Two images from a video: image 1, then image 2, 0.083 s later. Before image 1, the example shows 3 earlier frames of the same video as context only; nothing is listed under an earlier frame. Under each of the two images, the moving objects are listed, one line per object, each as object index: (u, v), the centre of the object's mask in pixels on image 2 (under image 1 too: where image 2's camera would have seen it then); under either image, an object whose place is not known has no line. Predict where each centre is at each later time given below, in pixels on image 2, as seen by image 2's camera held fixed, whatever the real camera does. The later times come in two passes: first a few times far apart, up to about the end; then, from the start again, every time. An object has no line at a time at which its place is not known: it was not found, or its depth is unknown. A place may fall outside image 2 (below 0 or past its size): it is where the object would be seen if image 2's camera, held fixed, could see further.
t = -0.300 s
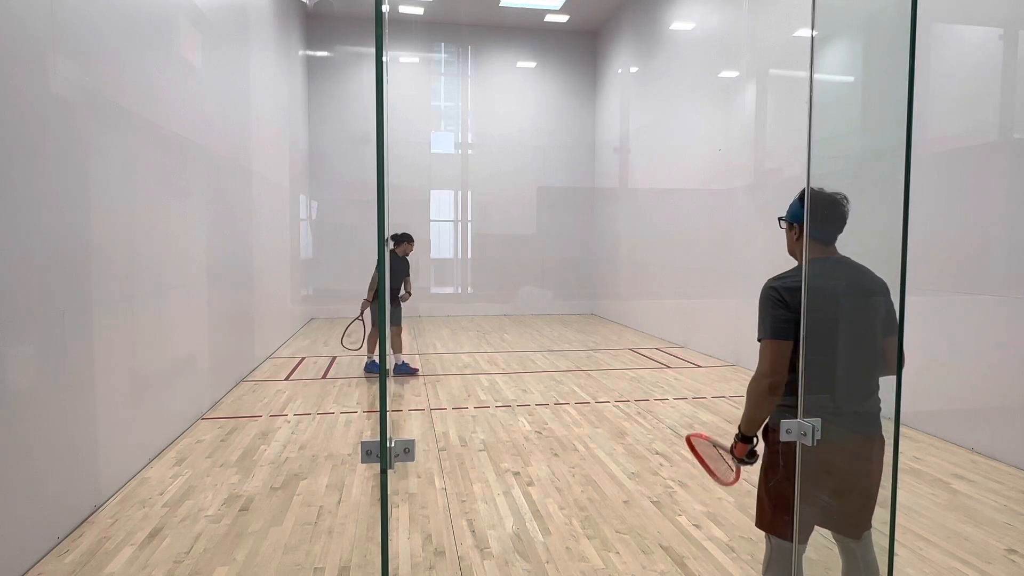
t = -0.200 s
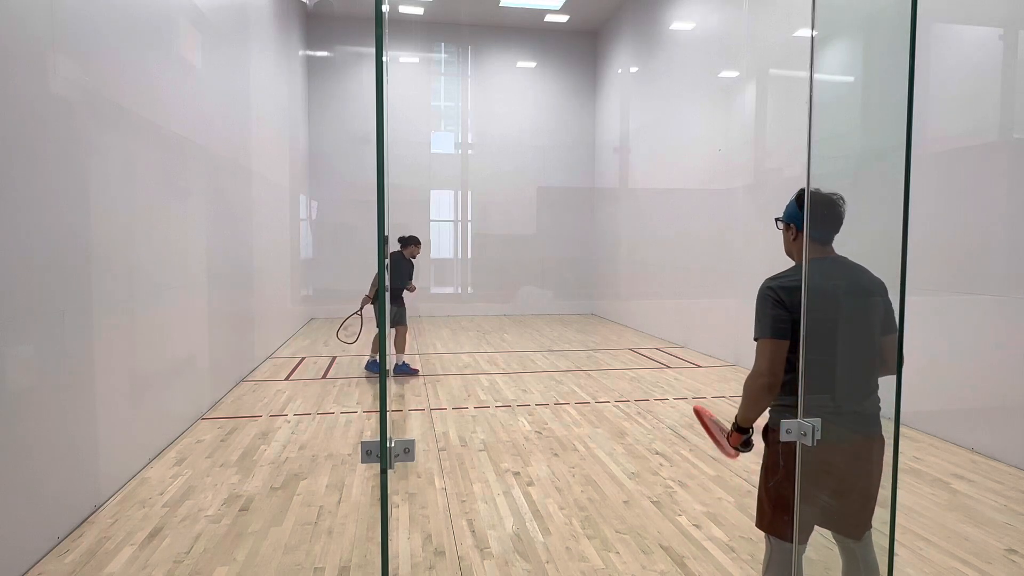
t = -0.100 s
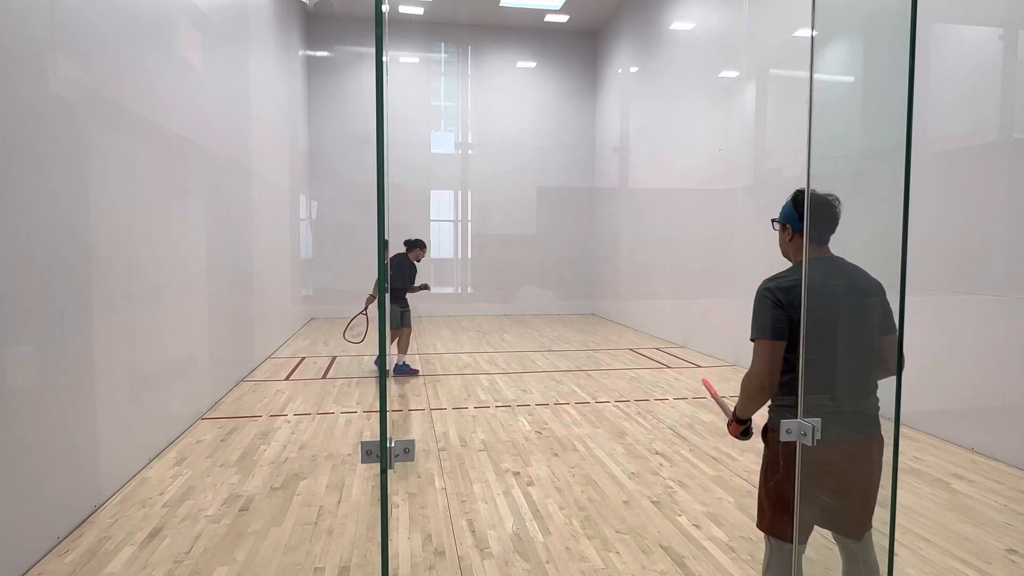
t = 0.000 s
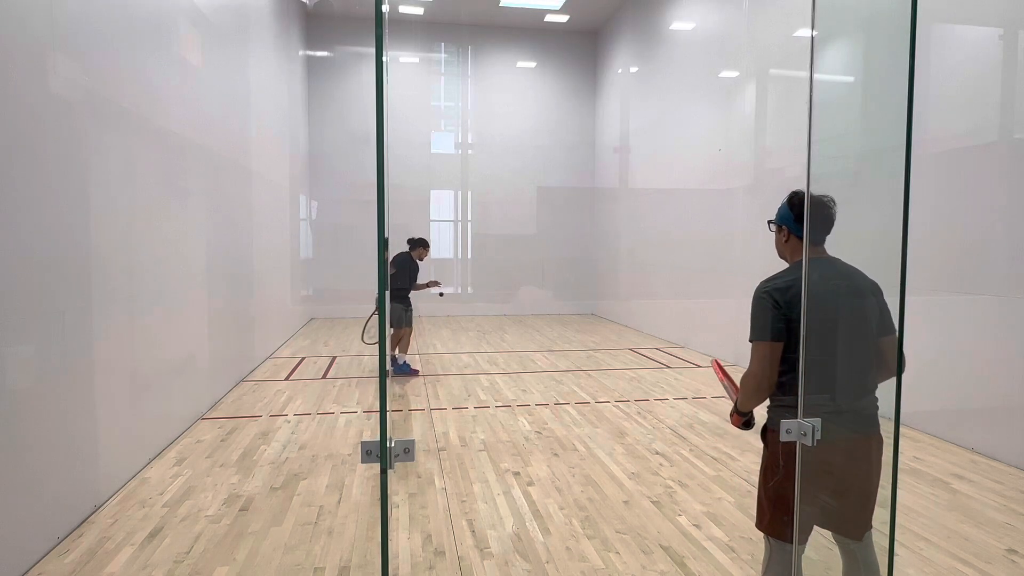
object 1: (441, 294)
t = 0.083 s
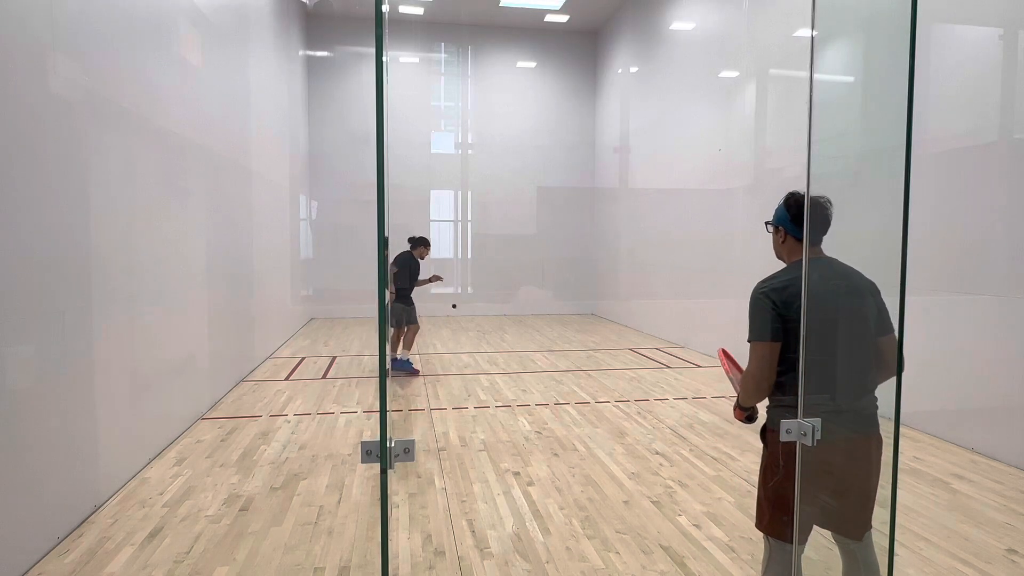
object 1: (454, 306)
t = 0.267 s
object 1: (480, 350)
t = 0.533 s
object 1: (508, 313)
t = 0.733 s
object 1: (526, 300)
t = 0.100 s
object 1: (456, 309)
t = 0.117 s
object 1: (459, 313)
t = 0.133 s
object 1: (461, 316)
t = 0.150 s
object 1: (464, 319)
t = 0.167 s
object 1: (466, 323)
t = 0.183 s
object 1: (468, 327)
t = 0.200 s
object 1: (471, 331)
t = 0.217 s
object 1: (473, 335)
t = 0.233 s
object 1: (476, 340)
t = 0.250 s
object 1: (478, 345)
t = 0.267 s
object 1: (480, 350)
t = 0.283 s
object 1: (483, 354)
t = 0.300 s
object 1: (485, 360)
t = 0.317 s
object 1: (487, 362)
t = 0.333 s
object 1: (488, 357)
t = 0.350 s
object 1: (490, 352)
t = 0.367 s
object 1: (492, 347)
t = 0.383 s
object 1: (494, 343)
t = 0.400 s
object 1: (495, 339)
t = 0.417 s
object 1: (497, 335)
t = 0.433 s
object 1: (498, 331)
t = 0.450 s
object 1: (500, 327)
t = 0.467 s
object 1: (501, 324)
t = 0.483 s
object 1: (503, 321)
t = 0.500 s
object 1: (505, 318)
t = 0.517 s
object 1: (506, 315)
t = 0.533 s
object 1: (508, 313)
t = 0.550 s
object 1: (509, 310)
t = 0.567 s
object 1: (511, 308)
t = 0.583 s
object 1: (512, 307)
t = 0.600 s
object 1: (514, 305)
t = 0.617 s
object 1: (515, 303)
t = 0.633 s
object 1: (517, 302)
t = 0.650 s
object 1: (518, 301)
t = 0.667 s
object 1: (520, 301)
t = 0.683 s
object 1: (521, 300)
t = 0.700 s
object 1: (523, 300)
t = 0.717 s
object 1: (524, 299)
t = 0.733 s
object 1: (526, 300)
